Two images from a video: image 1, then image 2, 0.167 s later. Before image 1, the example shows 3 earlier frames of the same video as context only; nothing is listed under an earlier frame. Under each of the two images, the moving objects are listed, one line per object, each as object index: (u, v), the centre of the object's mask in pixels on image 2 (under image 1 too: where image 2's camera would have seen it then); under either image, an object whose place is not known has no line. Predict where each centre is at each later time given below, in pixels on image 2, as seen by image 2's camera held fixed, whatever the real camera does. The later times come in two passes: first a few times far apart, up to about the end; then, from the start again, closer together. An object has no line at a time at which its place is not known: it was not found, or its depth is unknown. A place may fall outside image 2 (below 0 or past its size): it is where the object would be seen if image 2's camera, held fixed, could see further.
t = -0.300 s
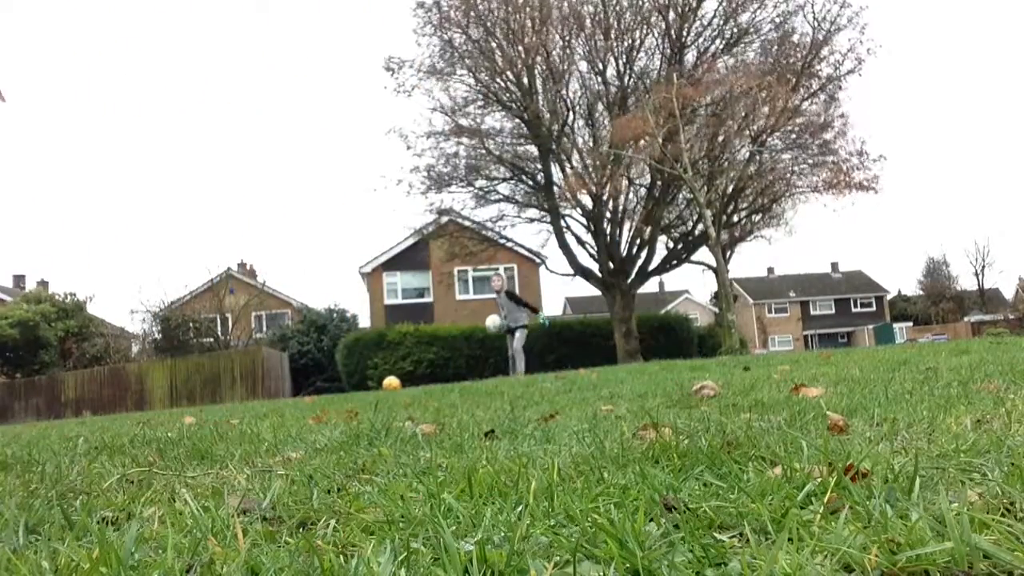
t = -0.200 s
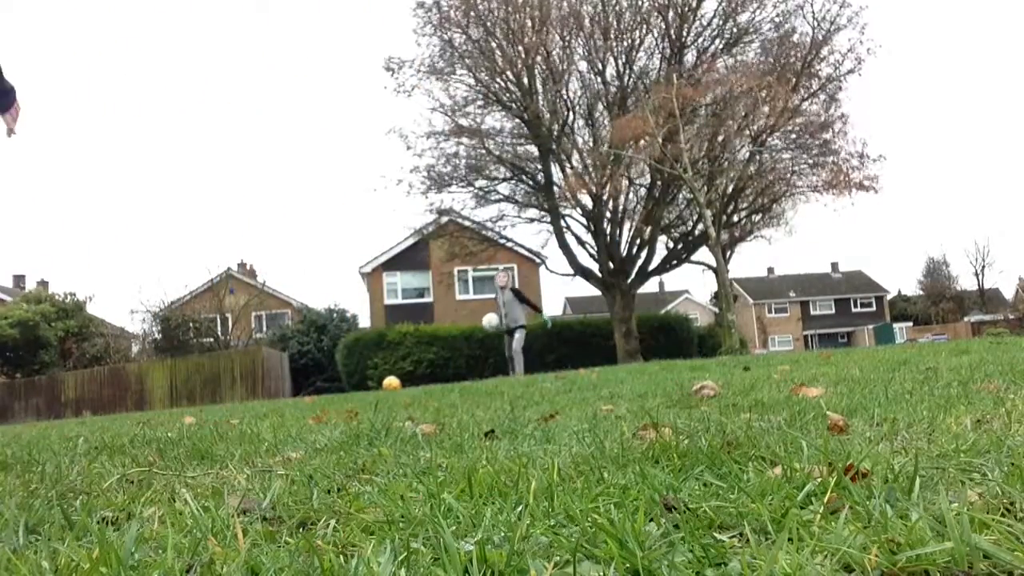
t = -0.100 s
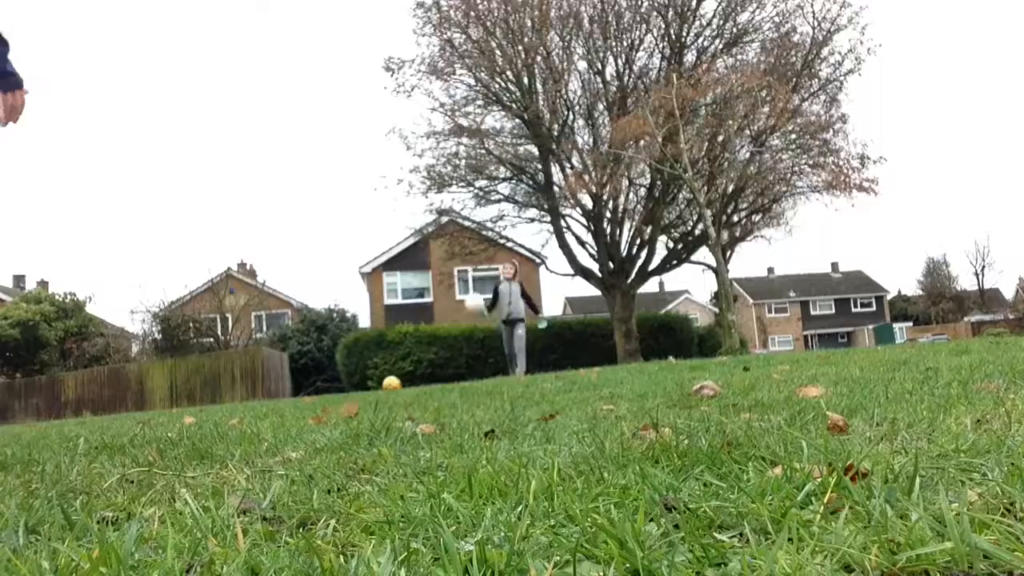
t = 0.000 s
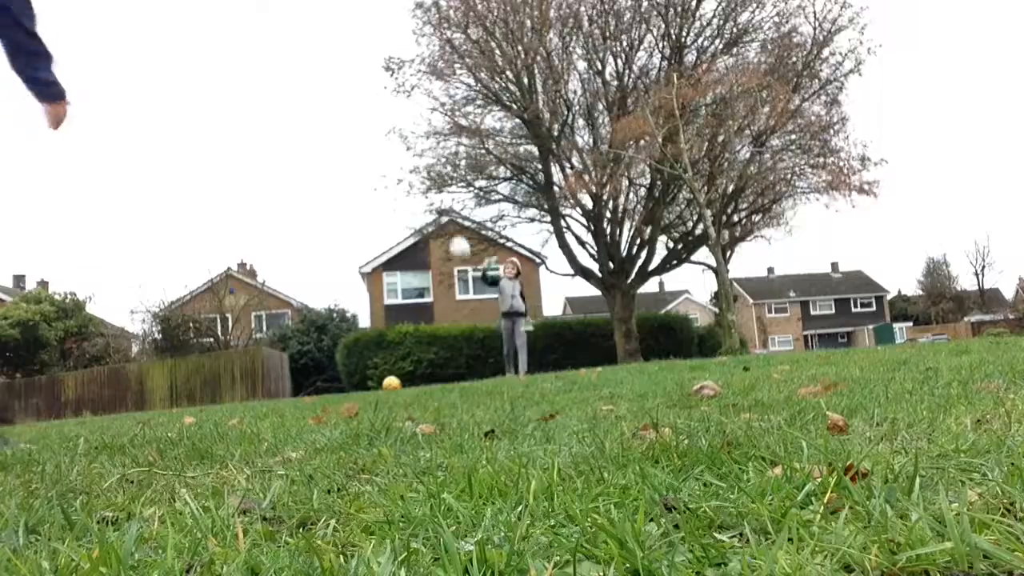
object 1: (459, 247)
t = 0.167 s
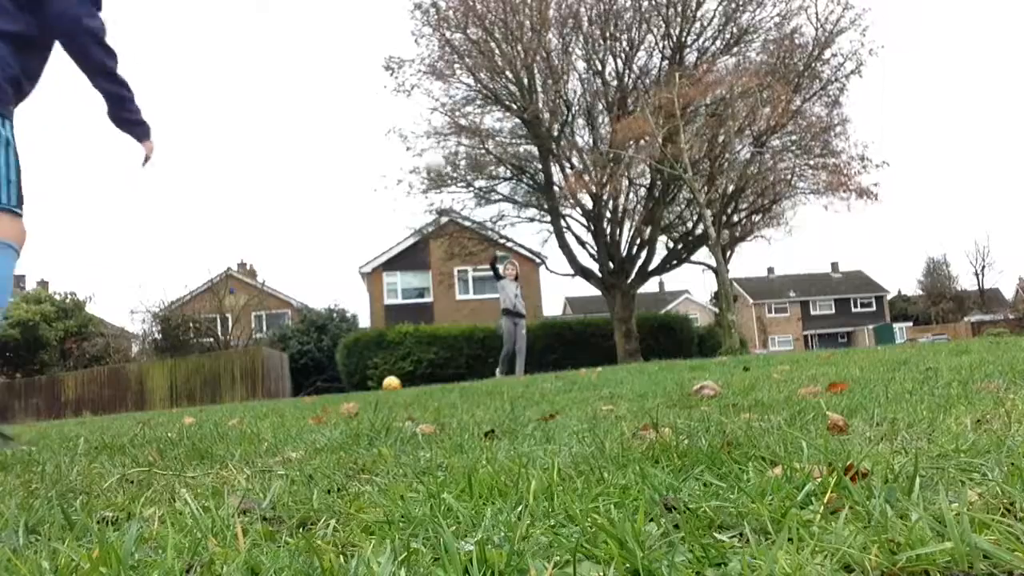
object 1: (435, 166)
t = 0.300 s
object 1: (410, 109)
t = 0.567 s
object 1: (351, 33)
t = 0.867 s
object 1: (258, 40)
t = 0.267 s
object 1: (416, 124)
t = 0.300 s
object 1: (410, 109)
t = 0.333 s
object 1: (403, 91)
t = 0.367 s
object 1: (398, 81)
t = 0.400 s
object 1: (391, 72)
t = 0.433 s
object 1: (384, 64)
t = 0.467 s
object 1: (376, 54)
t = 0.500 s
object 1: (368, 46)
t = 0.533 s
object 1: (360, 39)
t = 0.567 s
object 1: (351, 33)
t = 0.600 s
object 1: (343, 26)
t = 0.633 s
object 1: (334, 22)
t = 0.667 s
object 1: (325, 22)
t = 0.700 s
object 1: (315, 21)
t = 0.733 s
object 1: (305, 21)
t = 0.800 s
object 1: (282, 28)
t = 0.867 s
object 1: (258, 40)
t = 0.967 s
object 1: (215, 86)
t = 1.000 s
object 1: (200, 103)
